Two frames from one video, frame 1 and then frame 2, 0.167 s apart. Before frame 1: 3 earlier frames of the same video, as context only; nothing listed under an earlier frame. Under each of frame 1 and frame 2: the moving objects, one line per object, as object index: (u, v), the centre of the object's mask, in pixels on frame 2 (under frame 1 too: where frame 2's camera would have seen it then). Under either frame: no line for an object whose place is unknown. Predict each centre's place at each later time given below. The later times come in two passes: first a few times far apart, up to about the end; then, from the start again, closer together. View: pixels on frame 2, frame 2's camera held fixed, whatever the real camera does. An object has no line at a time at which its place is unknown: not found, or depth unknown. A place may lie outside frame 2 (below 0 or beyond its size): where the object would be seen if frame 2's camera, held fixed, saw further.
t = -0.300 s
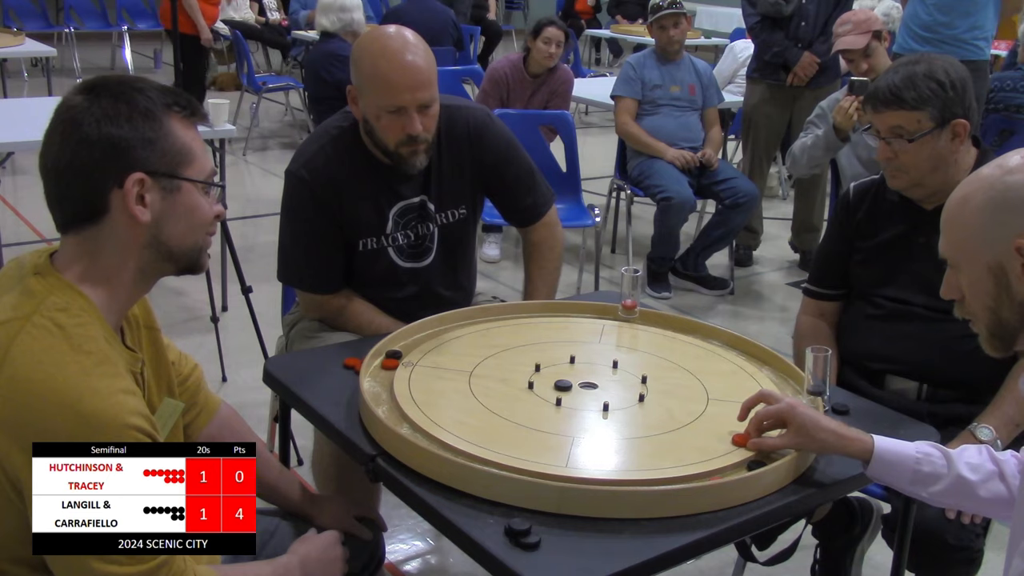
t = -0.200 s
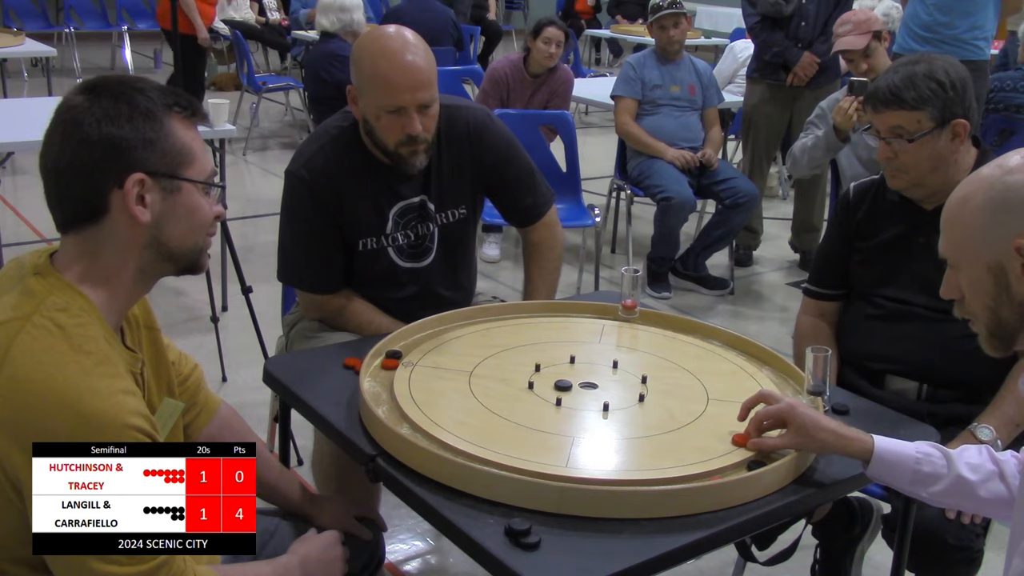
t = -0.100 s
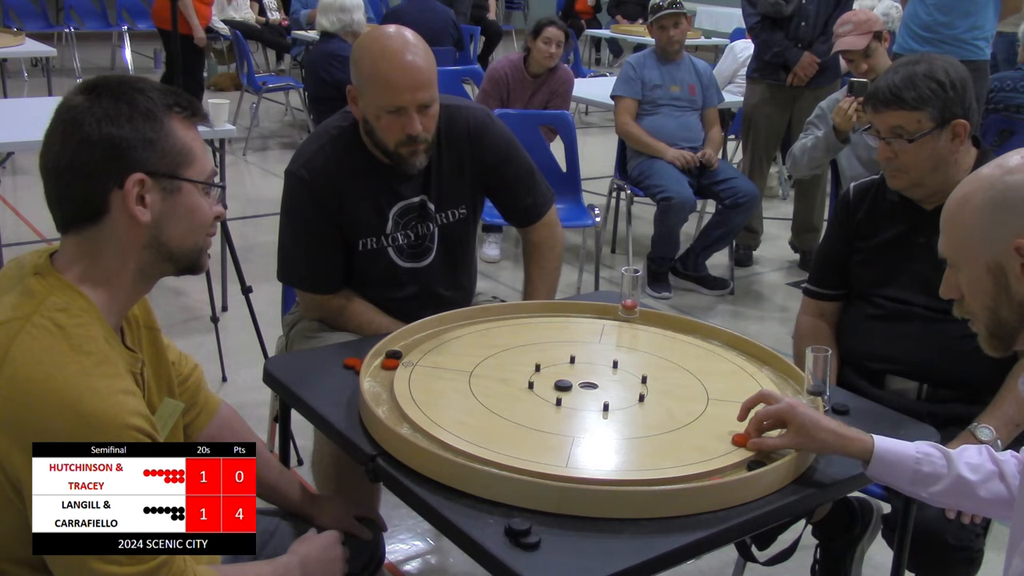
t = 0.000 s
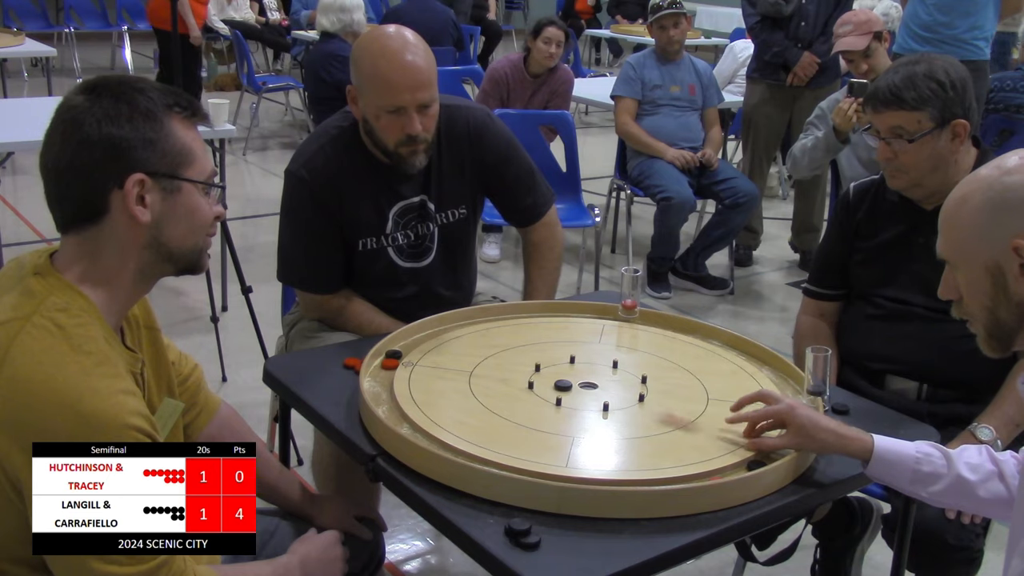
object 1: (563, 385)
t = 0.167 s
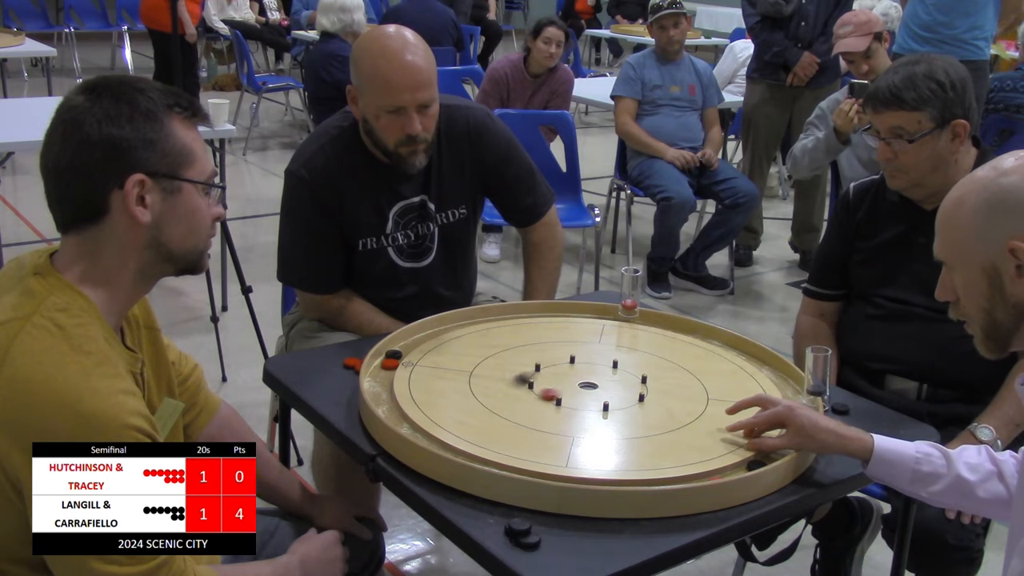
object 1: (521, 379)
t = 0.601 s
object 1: (428, 444)
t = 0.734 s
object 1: (436, 447)
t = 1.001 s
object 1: (448, 451)
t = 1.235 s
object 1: (448, 452)
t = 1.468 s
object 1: (448, 452)
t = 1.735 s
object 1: (448, 452)
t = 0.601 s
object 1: (428, 444)
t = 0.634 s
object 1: (433, 445)
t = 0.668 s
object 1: (436, 446)
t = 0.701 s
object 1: (436, 446)
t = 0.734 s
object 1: (436, 447)
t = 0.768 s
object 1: (436, 448)
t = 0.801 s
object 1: (437, 448)
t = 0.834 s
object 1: (441, 450)
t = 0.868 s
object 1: (442, 450)
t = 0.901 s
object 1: (443, 450)
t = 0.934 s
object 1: (447, 451)
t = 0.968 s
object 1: (447, 451)
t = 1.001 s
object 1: (448, 451)
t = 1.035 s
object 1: (448, 451)
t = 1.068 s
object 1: (448, 451)
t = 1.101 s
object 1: (448, 451)
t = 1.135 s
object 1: (448, 451)
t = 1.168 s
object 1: (448, 452)
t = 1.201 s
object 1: (448, 452)
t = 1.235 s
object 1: (448, 452)
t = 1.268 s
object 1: (448, 452)
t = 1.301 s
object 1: (448, 452)
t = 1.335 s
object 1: (448, 452)
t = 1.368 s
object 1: (448, 452)
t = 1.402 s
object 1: (448, 452)
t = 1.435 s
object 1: (448, 452)
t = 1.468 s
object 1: (448, 452)
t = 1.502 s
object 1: (448, 452)
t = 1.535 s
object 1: (448, 452)
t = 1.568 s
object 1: (448, 452)
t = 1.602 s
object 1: (448, 452)
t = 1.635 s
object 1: (448, 452)
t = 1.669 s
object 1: (448, 452)
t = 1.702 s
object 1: (448, 452)
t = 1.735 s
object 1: (448, 452)
